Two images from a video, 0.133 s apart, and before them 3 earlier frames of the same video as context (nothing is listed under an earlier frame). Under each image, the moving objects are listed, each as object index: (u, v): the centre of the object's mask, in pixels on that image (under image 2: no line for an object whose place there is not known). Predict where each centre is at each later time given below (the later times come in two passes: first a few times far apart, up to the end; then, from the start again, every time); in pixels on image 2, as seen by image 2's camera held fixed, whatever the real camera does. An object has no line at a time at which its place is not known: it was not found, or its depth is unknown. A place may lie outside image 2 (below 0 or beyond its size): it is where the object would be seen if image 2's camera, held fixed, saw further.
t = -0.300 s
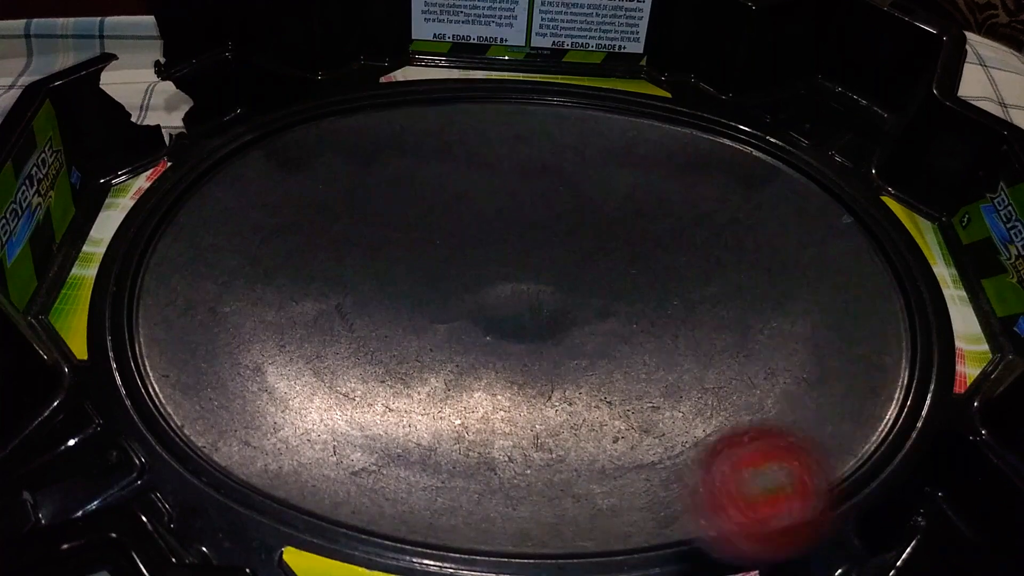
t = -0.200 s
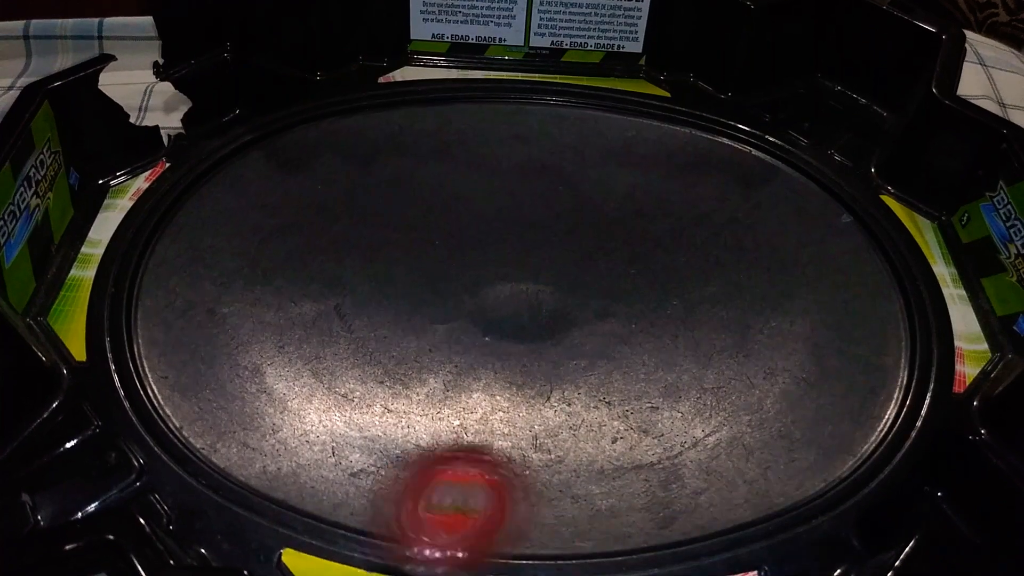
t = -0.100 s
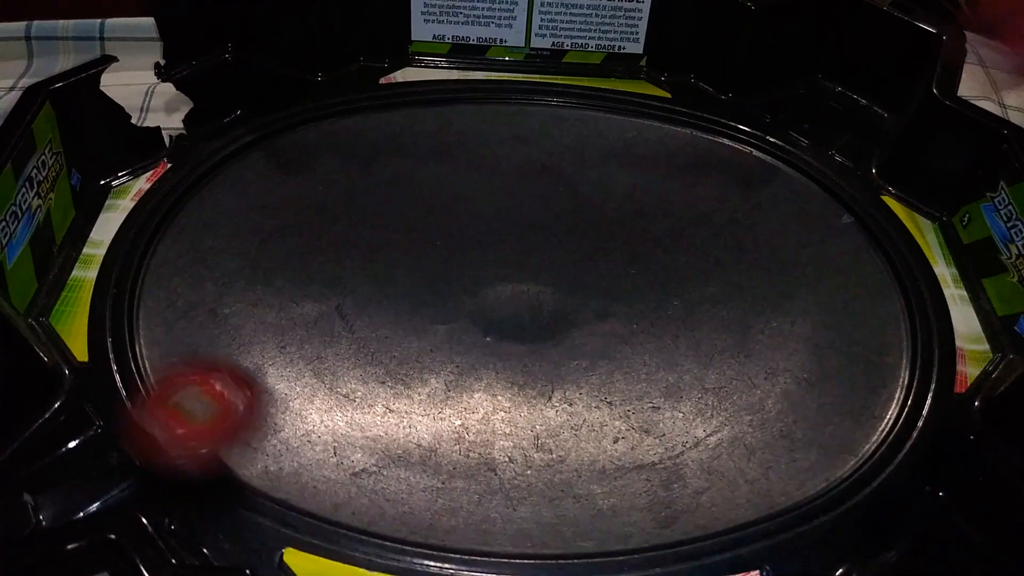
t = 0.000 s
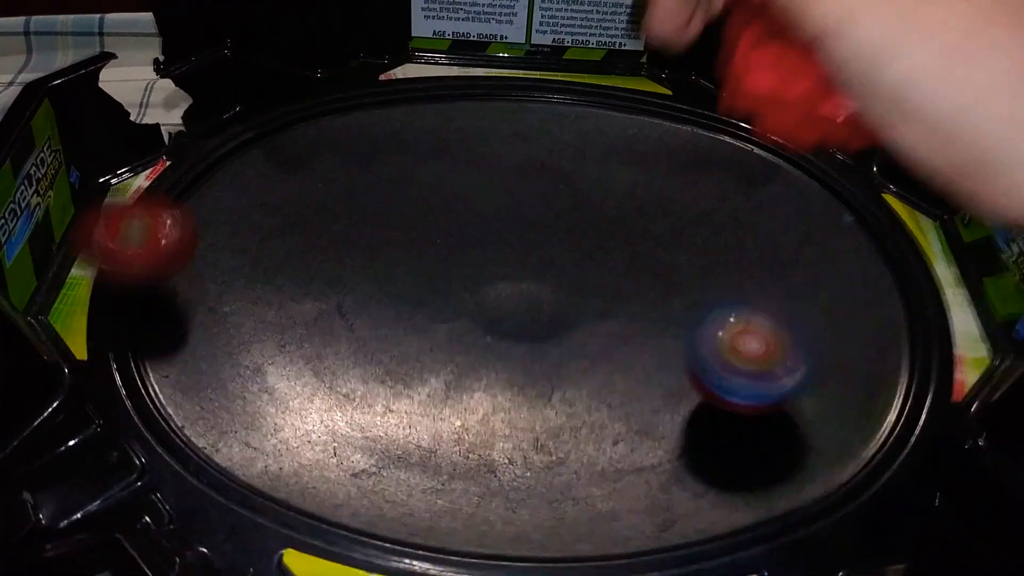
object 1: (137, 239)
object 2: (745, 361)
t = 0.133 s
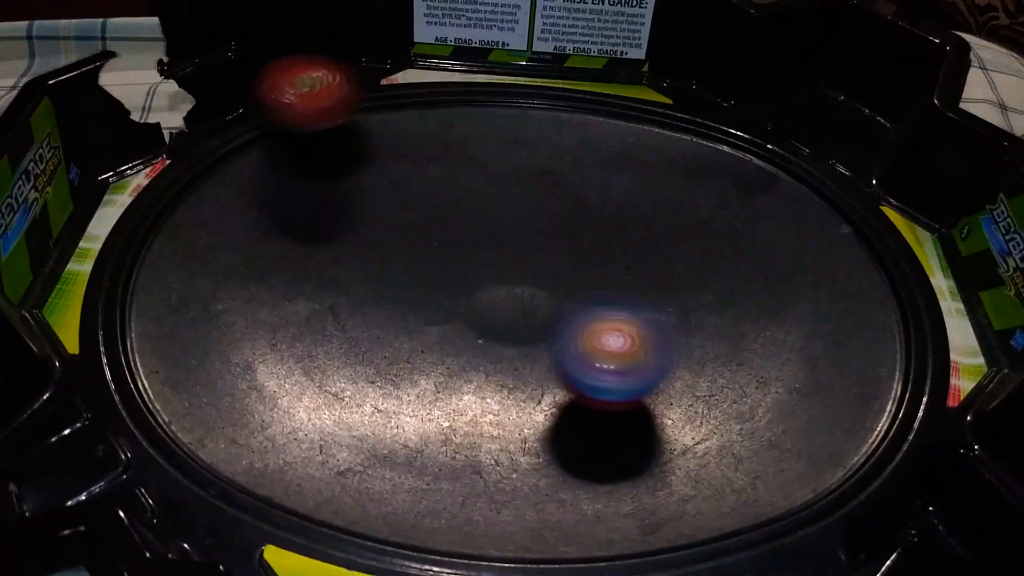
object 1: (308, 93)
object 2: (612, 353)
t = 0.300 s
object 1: (620, 127)
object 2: (460, 309)
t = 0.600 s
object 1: (765, 480)
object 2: (363, 309)
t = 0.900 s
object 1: (138, 327)
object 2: (547, 385)
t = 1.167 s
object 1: (353, 90)
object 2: (646, 258)
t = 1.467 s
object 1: (840, 173)
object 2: (386, 274)
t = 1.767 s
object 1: (507, 498)
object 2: (268, 441)
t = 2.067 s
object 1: (909, 273)
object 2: (200, 143)
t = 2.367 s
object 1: (666, 101)
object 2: (627, 301)
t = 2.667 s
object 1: (511, 203)
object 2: (794, 326)
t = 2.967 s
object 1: (551, 410)
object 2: (583, 219)
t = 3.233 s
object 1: (670, 382)
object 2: (384, 284)
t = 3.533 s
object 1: (691, 354)
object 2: (513, 427)
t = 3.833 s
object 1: (777, 264)
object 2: (594, 376)
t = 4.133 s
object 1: (762, 320)
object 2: (522, 303)
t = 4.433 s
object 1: (524, 258)
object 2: (319, 312)
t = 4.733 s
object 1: (575, 163)
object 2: (304, 348)
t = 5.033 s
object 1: (655, 310)
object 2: (470, 322)
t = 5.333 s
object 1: (409, 446)
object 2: (407, 210)
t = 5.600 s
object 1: (165, 260)
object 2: (359, 243)
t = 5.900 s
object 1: (451, 147)
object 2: (454, 293)
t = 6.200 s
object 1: (732, 356)
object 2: (578, 275)
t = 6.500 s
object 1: (417, 478)
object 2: (614, 270)
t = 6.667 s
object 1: (284, 339)
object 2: (589, 288)
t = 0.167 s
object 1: (369, 84)
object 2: (577, 347)
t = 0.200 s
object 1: (432, 84)
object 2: (542, 337)
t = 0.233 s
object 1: (495, 92)
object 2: (513, 327)
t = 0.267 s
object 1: (559, 105)
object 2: (486, 317)
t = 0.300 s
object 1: (620, 127)
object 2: (460, 309)
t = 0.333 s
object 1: (678, 153)
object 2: (437, 301)
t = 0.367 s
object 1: (740, 187)
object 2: (417, 296)
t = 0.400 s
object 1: (793, 225)
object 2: (399, 292)
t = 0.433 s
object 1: (843, 271)
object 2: (384, 290)
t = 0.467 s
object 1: (886, 321)
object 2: (374, 290)
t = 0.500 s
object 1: (919, 375)
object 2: (365, 292)
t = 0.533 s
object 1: (895, 413)
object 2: (360, 296)
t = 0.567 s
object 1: (841, 455)
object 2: (361, 300)
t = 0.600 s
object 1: (765, 480)
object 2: (363, 309)
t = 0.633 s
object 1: (685, 500)
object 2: (369, 319)
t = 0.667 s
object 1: (601, 511)
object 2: (377, 330)
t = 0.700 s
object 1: (517, 514)
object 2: (390, 343)
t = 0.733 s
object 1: (428, 507)
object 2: (410, 356)
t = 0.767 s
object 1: (349, 486)
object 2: (431, 368)
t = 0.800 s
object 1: (270, 454)
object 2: (459, 378)
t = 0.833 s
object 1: (209, 418)
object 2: (487, 383)
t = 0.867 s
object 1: (156, 378)
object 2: (518, 387)
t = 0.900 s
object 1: (138, 327)
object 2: (547, 385)
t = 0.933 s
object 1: (136, 279)
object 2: (577, 378)
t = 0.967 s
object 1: (146, 233)
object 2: (603, 366)
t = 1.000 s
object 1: (165, 191)
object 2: (625, 350)
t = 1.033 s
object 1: (192, 159)
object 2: (638, 332)
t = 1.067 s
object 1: (224, 132)
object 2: (648, 314)
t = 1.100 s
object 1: (263, 111)
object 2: (653, 296)
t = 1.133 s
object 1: (308, 97)
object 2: (652, 275)
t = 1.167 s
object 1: (353, 90)
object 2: (646, 258)
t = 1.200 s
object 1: (401, 90)
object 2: (635, 241)
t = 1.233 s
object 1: (454, 96)
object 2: (620, 226)
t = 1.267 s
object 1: (506, 106)
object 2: (601, 213)
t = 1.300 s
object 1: (561, 120)
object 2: (580, 205)
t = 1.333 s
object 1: (621, 118)
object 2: (548, 215)
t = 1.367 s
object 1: (683, 119)
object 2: (512, 227)
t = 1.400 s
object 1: (741, 125)
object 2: (472, 243)
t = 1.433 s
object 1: (797, 137)
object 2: (431, 259)
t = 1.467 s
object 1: (840, 173)
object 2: (386, 274)
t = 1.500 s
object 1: (878, 212)
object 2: (347, 289)
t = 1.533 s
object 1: (902, 263)
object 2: (311, 307)
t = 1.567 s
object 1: (911, 319)
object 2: (280, 326)
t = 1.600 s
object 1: (896, 383)
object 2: (256, 344)
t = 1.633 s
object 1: (849, 437)
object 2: (239, 364)
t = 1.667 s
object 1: (775, 477)
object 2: (230, 388)
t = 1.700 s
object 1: (684, 500)
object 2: (233, 406)
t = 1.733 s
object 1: (594, 506)
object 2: (244, 427)
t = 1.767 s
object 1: (507, 498)
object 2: (268, 441)
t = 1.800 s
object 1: (448, 482)
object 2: (289, 447)
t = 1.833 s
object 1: (564, 493)
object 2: (165, 388)
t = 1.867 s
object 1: (679, 490)
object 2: (77, 324)
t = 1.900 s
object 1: (778, 475)
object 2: (89, 260)
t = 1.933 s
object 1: (842, 442)
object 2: (94, 217)
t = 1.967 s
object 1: (884, 401)
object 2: (107, 183)
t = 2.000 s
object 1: (905, 357)
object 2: (119, 156)
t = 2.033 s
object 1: (913, 313)
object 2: (155, 142)
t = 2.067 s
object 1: (909, 273)
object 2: (200, 143)
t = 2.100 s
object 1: (895, 237)
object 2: (243, 156)
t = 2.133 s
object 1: (873, 208)
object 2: (292, 169)
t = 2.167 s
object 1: (844, 182)
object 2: (338, 184)
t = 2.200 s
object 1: (814, 161)
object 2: (388, 205)
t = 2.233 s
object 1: (783, 144)
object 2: (436, 225)
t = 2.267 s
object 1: (749, 131)
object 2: (487, 246)
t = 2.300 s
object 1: (719, 119)
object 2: (536, 266)
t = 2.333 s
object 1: (691, 109)
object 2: (582, 285)
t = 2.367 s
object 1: (666, 101)
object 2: (627, 301)
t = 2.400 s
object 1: (640, 95)
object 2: (670, 315)
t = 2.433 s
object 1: (618, 95)
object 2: (707, 325)
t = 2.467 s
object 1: (599, 95)
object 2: (740, 335)
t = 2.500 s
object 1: (580, 100)
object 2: (766, 340)
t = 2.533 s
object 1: (564, 112)
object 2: (786, 342)
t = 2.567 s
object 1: (548, 130)
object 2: (798, 342)
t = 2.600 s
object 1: (533, 150)
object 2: (803, 338)
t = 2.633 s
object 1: (521, 175)
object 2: (802, 334)
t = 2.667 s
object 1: (511, 203)
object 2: (794, 326)
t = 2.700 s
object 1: (502, 233)
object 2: (782, 315)
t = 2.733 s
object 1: (498, 264)
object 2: (766, 304)
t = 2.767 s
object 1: (497, 294)
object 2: (743, 290)
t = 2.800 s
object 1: (498, 324)
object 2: (719, 277)
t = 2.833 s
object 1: (503, 351)
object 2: (693, 262)
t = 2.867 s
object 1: (511, 373)
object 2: (668, 250)
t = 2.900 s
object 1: (522, 391)
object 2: (641, 237)
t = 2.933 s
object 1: (535, 403)
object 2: (611, 227)
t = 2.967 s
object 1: (551, 410)
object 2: (583, 219)
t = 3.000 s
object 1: (568, 411)
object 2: (553, 216)
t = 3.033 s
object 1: (586, 409)
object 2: (523, 216)
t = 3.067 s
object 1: (603, 406)
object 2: (494, 218)
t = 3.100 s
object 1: (619, 402)
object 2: (466, 225)
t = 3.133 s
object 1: (634, 397)
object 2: (441, 235)
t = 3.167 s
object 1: (648, 391)
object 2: (418, 249)
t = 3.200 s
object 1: (660, 386)
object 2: (398, 266)
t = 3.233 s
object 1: (670, 382)
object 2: (384, 284)
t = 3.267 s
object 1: (677, 377)
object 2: (374, 304)
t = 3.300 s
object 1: (683, 372)
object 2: (369, 326)
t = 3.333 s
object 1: (688, 369)
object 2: (371, 348)
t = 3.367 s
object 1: (691, 365)
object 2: (382, 369)
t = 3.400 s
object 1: (693, 363)
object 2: (399, 388)
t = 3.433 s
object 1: (694, 361)
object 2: (421, 407)
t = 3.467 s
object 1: (695, 358)
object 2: (448, 418)
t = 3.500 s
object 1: (694, 356)
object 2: (479, 425)
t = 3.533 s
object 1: (691, 354)
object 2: (513, 427)
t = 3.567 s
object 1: (687, 351)
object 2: (549, 425)
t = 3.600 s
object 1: (681, 348)
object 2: (585, 416)
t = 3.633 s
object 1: (685, 337)
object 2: (601, 412)
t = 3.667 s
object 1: (704, 319)
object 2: (598, 415)
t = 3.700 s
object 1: (721, 303)
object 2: (595, 414)
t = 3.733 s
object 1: (737, 289)
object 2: (594, 406)
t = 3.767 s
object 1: (752, 278)
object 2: (593, 396)
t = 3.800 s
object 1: (766, 270)
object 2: (594, 385)
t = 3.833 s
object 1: (777, 264)
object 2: (594, 376)
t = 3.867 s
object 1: (788, 262)
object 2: (593, 364)
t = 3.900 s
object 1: (796, 261)
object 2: (590, 351)
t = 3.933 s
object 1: (803, 264)
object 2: (585, 343)
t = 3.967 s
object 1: (809, 268)
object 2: (578, 332)
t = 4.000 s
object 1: (811, 275)
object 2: (569, 324)
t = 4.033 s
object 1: (811, 285)
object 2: (558, 316)
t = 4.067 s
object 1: (805, 296)
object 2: (547, 310)
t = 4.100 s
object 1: (790, 308)
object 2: (535, 306)
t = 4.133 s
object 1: (762, 320)
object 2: (522, 303)
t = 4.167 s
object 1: (728, 327)
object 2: (507, 305)
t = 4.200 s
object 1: (688, 330)
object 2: (490, 302)
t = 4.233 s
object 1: (647, 328)
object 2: (472, 306)
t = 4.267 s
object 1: (606, 322)
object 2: (457, 308)
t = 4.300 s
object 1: (565, 312)
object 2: (441, 313)
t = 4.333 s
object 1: (539, 300)
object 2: (419, 314)
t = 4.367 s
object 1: (533, 287)
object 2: (381, 313)
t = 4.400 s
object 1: (528, 273)
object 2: (349, 312)
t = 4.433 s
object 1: (524, 258)
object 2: (319, 312)
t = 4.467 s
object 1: (519, 243)
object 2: (296, 313)
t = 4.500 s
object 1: (518, 226)
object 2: (275, 316)
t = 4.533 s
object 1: (518, 211)
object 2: (264, 318)
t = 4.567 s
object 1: (522, 198)
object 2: (260, 322)
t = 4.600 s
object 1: (528, 186)
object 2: (259, 326)
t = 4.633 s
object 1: (537, 177)
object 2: (262, 331)
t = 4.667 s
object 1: (548, 170)
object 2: (271, 335)
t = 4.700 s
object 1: (560, 165)
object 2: (287, 344)
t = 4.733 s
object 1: (575, 163)
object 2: (304, 348)
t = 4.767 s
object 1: (591, 164)
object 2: (323, 349)
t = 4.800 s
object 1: (608, 168)
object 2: (339, 350)
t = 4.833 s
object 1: (626, 176)
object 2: (361, 350)
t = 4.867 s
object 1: (644, 189)
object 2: (379, 348)
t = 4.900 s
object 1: (660, 208)
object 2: (399, 344)
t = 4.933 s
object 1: (671, 230)
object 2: (420, 341)
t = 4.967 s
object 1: (674, 256)
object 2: (439, 335)
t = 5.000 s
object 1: (669, 283)
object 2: (454, 328)
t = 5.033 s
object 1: (655, 310)
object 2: (470, 322)
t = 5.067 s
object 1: (634, 333)
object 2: (484, 314)
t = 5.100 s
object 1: (605, 356)
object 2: (494, 304)
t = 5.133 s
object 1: (595, 383)
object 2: (484, 284)
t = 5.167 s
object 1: (580, 408)
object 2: (467, 268)
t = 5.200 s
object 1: (557, 427)
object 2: (456, 250)
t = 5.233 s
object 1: (527, 440)
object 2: (442, 236)
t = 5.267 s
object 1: (492, 448)
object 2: (429, 225)
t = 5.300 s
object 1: (452, 450)
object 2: (417, 214)
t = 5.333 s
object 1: (409, 446)
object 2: (407, 210)
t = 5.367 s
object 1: (364, 436)
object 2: (396, 207)
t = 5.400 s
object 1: (316, 422)
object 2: (388, 206)
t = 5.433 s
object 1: (272, 402)
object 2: (380, 207)
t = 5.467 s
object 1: (234, 378)
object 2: (373, 212)
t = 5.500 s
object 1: (203, 350)
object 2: (368, 219)
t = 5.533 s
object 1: (181, 321)
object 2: (363, 226)
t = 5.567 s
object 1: (167, 291)
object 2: (360, 234)
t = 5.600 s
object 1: (165, 260)
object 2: (359, 243)
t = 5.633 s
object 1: (174, 231)
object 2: (359, 251)
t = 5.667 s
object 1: (192, 205)
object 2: (365, 263)
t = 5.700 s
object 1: (219, 183)
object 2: (371, 270)
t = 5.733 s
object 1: (250, 165)
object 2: (380, 279)
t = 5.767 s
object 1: (286, 152)
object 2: (391, 282)
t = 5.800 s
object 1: (324, 143)
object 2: (406, 288)
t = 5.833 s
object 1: (367, 139)
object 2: (421, 290)
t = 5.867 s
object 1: (409, 141)
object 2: (437, 292)
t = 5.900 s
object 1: (451, 147)
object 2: (454, 293)
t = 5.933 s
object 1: (494, 157)
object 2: (472, 296)
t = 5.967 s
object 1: (536, 171)
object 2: (488, 296)
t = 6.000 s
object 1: (575, 188)
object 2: (502, 294)
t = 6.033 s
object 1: (613, 208)
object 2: (514, 292)
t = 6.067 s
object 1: (647, 233)
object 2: (527, 289)
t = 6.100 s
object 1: (676, 260)
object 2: (539, 286)
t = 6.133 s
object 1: (702, 290)
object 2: (551, 282)
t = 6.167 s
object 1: (721, 322)
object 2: (564, 278)
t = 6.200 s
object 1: (732, 356)
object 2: (578, 275)
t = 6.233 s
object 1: (735, 392)
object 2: (589, 271)
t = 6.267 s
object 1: (727, 428)
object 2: (598, 269)
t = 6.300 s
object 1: (709, 462)
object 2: (605, 264)
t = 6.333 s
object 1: (677, 492)
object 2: (609, 262)
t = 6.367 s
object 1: (635, 513)
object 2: (613, 262)
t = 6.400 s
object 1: (583, 515)
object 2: (615, 264)
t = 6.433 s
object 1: (525, 508)
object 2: (616, 266)
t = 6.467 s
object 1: (470, 493)
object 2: (616, 267)
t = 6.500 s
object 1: (417, 478)
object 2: (614, 270)
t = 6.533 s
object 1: (370, 458)
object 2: (611, 272)
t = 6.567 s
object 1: (330, 432)
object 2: (606, 276)
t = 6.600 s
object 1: (303, 403)
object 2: (600, 281)
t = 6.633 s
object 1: (288, 371)
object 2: (594, 285)
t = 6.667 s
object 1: (284, 339)
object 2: (589, 288)
